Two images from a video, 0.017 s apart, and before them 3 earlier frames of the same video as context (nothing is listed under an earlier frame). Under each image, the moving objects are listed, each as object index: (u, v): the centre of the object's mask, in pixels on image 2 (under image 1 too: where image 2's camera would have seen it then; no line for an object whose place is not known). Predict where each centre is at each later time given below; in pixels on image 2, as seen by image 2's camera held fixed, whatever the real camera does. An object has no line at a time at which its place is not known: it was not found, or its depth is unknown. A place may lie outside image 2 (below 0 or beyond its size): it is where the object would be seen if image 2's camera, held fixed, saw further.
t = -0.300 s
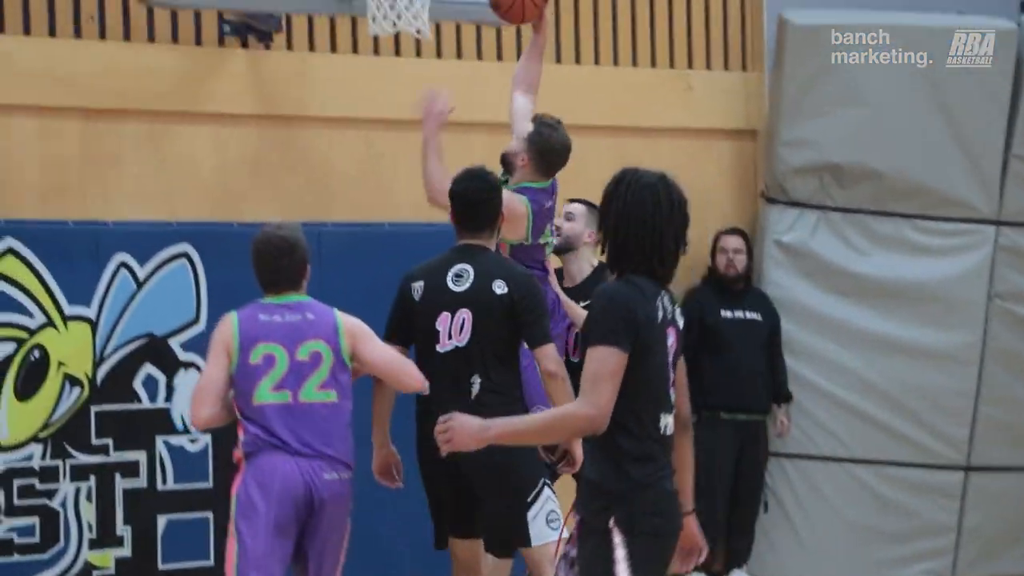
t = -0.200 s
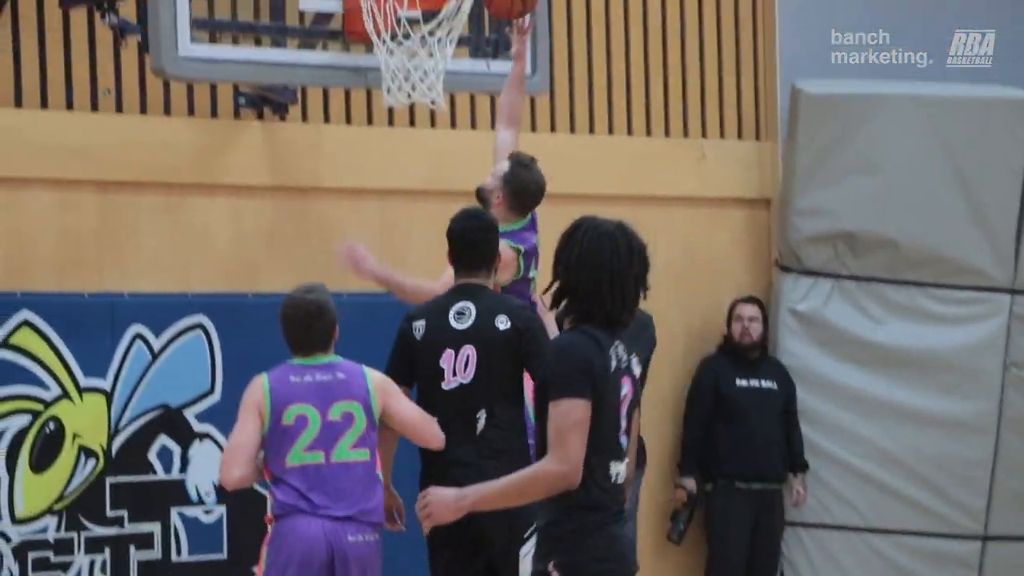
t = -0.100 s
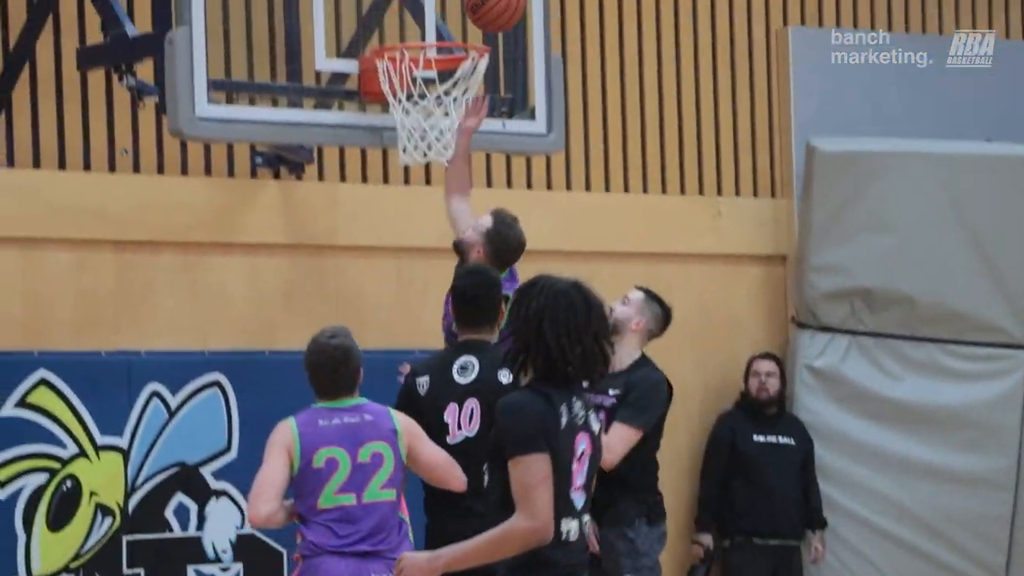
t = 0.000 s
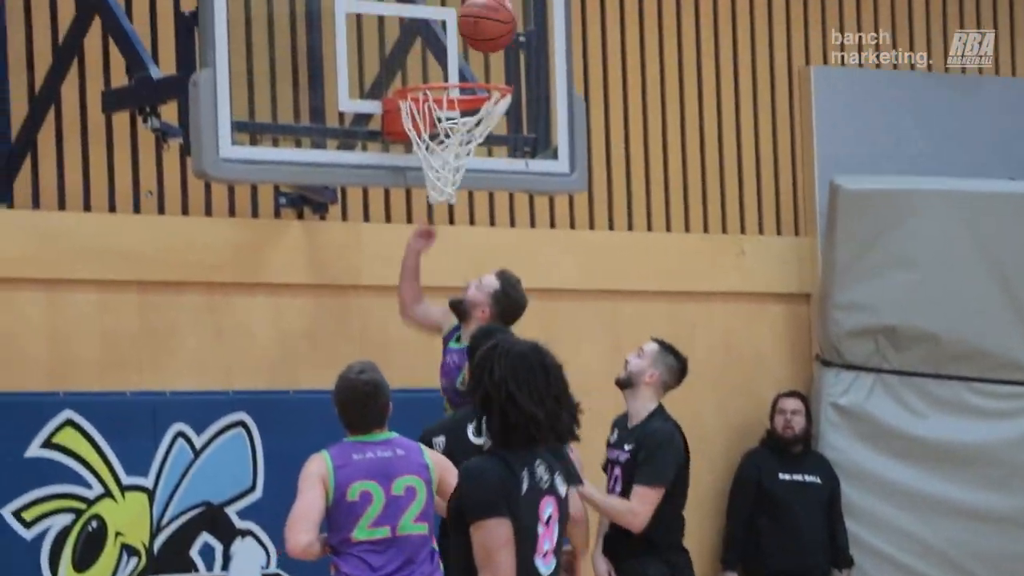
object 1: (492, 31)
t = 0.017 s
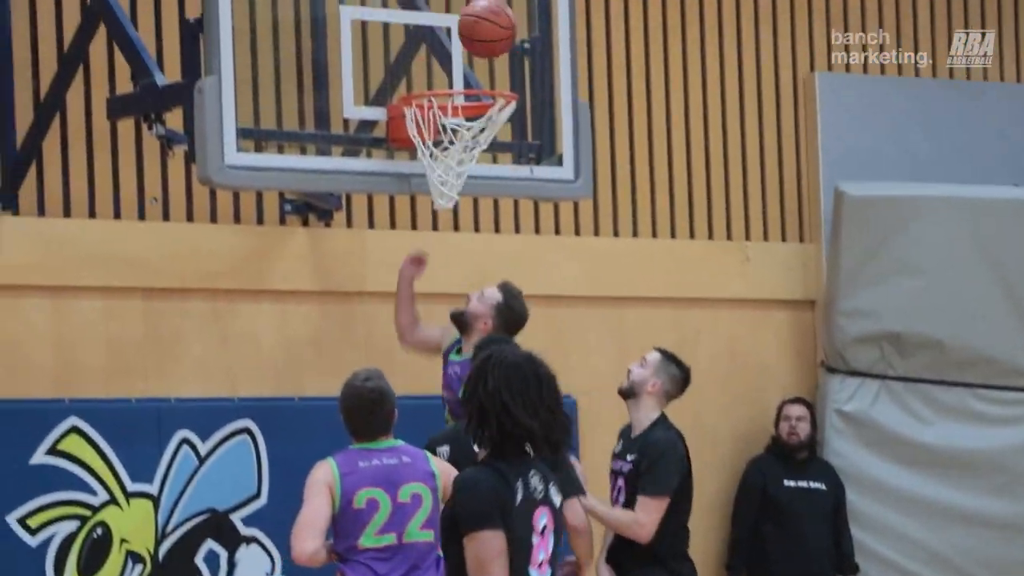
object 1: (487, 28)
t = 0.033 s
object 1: (483, 28)
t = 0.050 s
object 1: (477, 28)
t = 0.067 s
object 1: (473, 29)
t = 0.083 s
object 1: (469, 31)
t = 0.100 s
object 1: (464, 33)
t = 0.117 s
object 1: (459, 36)
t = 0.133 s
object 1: (455, 40)
